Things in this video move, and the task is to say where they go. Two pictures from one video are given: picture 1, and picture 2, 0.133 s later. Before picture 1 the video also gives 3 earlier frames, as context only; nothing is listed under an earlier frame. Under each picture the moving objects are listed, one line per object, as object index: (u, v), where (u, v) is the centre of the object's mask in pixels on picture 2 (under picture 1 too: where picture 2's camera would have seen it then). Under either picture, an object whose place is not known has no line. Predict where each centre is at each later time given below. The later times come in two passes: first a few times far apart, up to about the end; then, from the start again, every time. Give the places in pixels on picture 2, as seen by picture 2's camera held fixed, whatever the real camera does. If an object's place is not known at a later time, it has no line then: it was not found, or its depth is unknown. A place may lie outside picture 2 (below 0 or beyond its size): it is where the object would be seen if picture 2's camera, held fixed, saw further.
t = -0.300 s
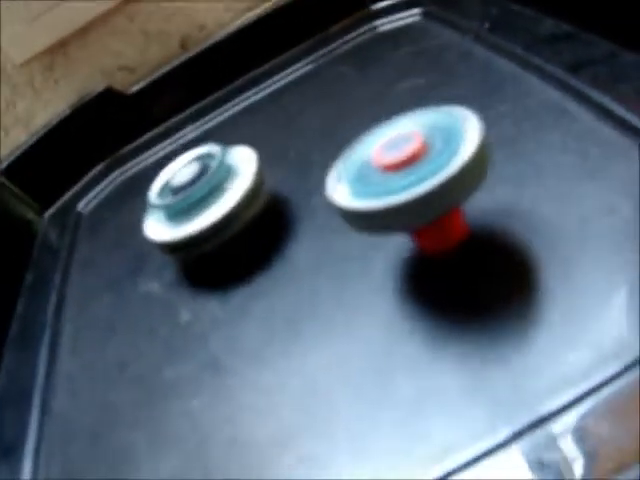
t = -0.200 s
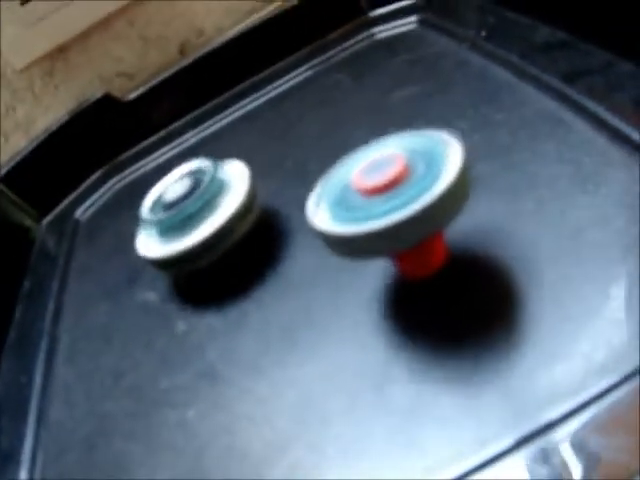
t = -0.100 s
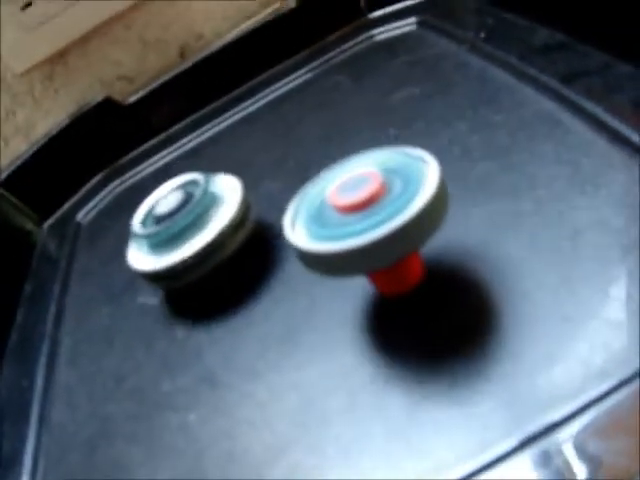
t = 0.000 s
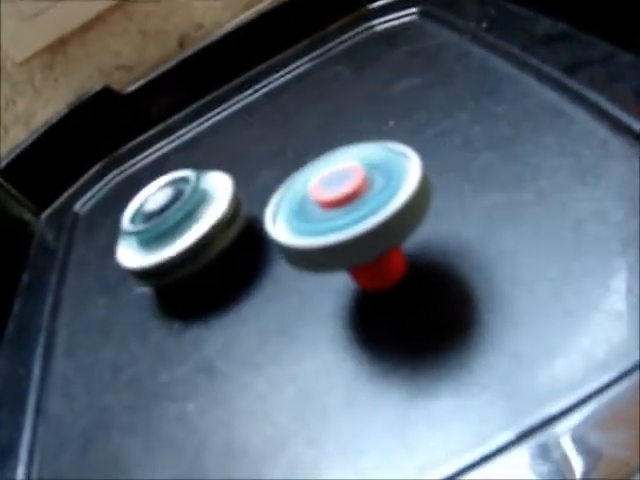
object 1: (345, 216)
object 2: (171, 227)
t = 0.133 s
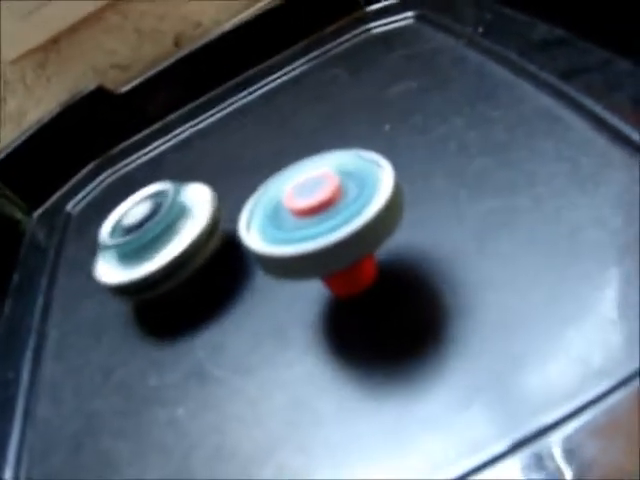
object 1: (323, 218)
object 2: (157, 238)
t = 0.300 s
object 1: (306, 211)
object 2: (136, 252)
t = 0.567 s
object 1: (305, 190)
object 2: (108, 276)
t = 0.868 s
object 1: (326, 177)
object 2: (97, 287)
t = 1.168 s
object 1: (343, 181)
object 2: (102, 292)
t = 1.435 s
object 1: (335, 204)
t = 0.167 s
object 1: (319, 218)
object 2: (153, 241)
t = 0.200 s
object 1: (314, 217)
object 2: (148, 244)
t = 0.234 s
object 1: (311, 215)
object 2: (146, 248)
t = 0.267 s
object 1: (309, 213)
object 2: (141, 249)
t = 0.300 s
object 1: (306, 211)
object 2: (136, 252)
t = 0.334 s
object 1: (304, 209)
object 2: (133, 255)
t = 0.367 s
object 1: (302, 207)
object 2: (128, 258)
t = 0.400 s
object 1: (301, 204)
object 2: (125, 261)
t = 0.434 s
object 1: (301, 202)
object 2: (122, 264)
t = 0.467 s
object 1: (300, 199)
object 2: (117, 267)
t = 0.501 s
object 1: (301, 197)
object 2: (115, 271)
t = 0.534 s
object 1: (303, 194)
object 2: (112, 273)
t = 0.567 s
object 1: (305, 190)
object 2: (108, 276)
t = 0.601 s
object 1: (306, 188)
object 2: (106, 277)
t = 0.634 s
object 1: (309, 185)
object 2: (103, 279)
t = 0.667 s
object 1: (310, 184)
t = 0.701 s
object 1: (313, 182)
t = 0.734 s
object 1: (315, 181)
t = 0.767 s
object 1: (317, 180)
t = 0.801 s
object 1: (320, 178)
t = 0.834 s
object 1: (323, 177)
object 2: (97, 286)
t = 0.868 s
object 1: (326, 177)
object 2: (97, 287)
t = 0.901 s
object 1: (330, 175)
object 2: (96, 288)
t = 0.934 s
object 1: (333, 175)
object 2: (97, 289)
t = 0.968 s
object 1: (335, 174)
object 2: (97, 289)
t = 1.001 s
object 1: (337, 174)
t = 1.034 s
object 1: (339, 175)
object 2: (99, 290)
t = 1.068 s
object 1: (340, 176)
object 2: (99, 291)
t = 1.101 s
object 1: (341, 177)
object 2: (101, 291)
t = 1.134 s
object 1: (342, 179)
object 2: (100, 291)
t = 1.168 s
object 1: (343, 181)
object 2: (102, 292)
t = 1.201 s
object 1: (344, 183)
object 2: (104, 290)
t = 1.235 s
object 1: (344, 185)
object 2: (104, 291)
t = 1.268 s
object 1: (343, 188)
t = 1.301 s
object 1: (342, 191)
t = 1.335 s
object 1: (341, 194)
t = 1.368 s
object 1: (339, 197)
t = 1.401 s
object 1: (337, 201)
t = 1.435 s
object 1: (335, 204)
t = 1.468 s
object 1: (332, 208)
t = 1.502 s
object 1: (329, 211)
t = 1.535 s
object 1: (326, 214)
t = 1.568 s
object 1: (322, 218)
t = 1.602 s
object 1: (318, 222)
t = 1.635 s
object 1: (313, 225)
